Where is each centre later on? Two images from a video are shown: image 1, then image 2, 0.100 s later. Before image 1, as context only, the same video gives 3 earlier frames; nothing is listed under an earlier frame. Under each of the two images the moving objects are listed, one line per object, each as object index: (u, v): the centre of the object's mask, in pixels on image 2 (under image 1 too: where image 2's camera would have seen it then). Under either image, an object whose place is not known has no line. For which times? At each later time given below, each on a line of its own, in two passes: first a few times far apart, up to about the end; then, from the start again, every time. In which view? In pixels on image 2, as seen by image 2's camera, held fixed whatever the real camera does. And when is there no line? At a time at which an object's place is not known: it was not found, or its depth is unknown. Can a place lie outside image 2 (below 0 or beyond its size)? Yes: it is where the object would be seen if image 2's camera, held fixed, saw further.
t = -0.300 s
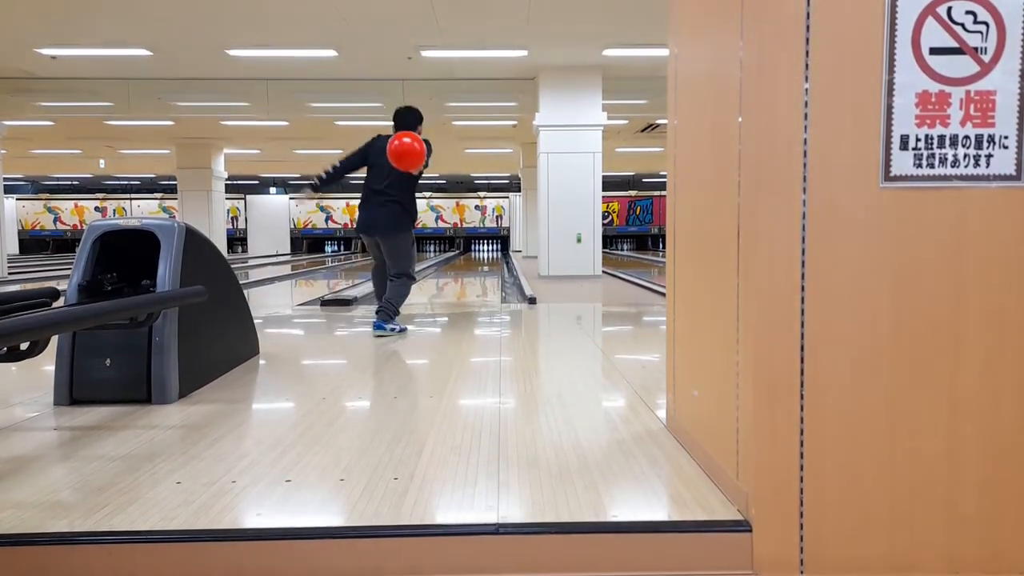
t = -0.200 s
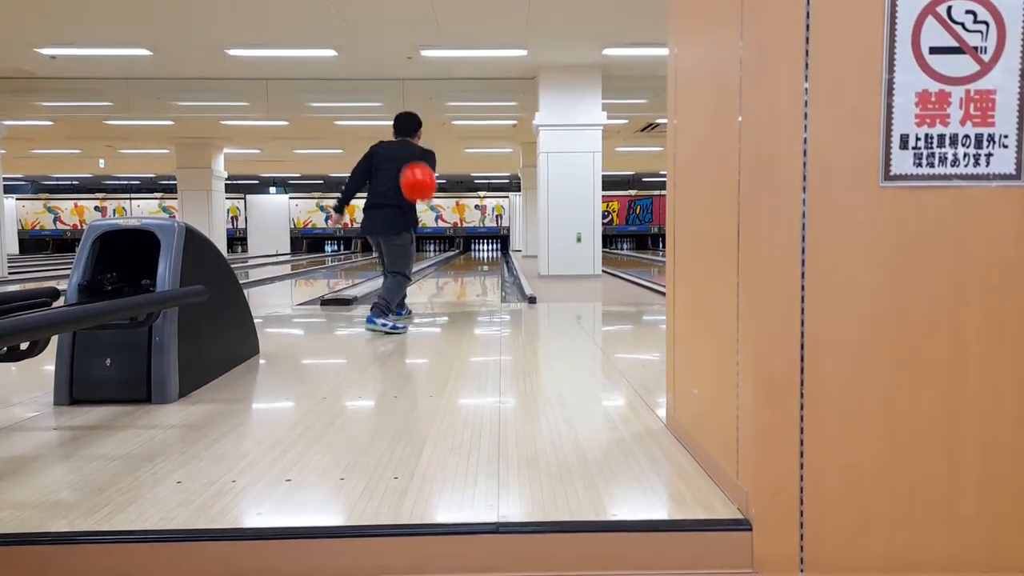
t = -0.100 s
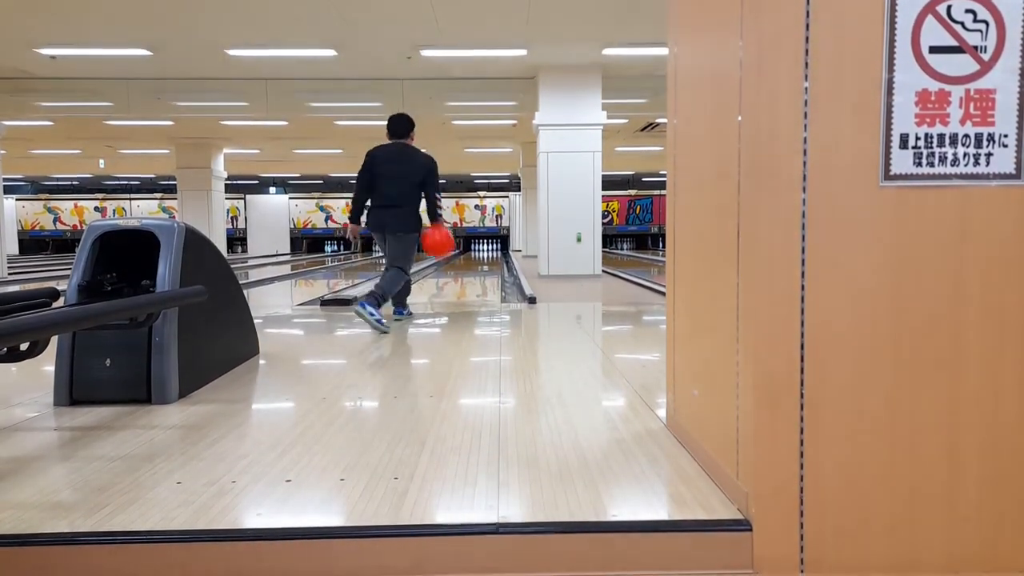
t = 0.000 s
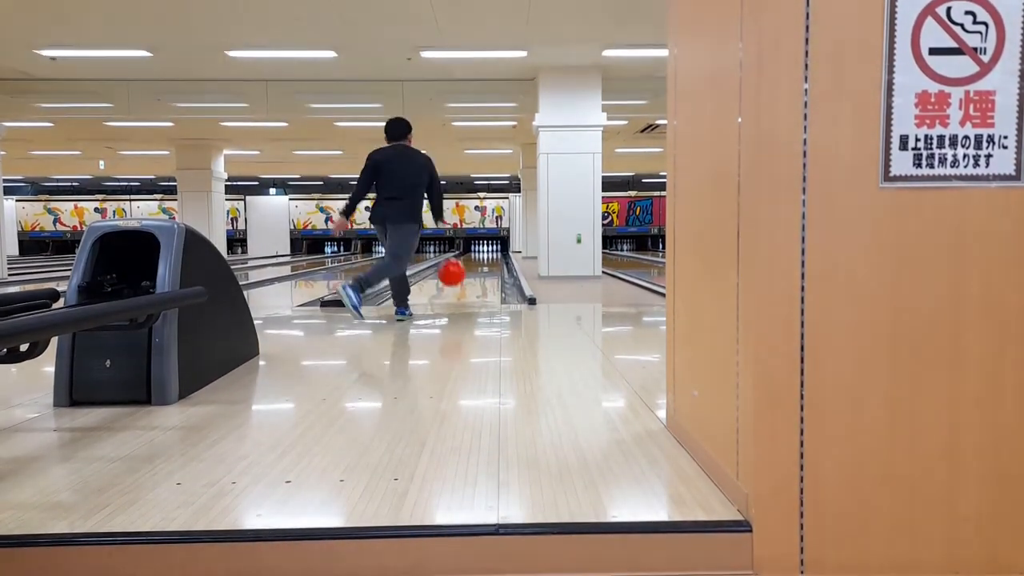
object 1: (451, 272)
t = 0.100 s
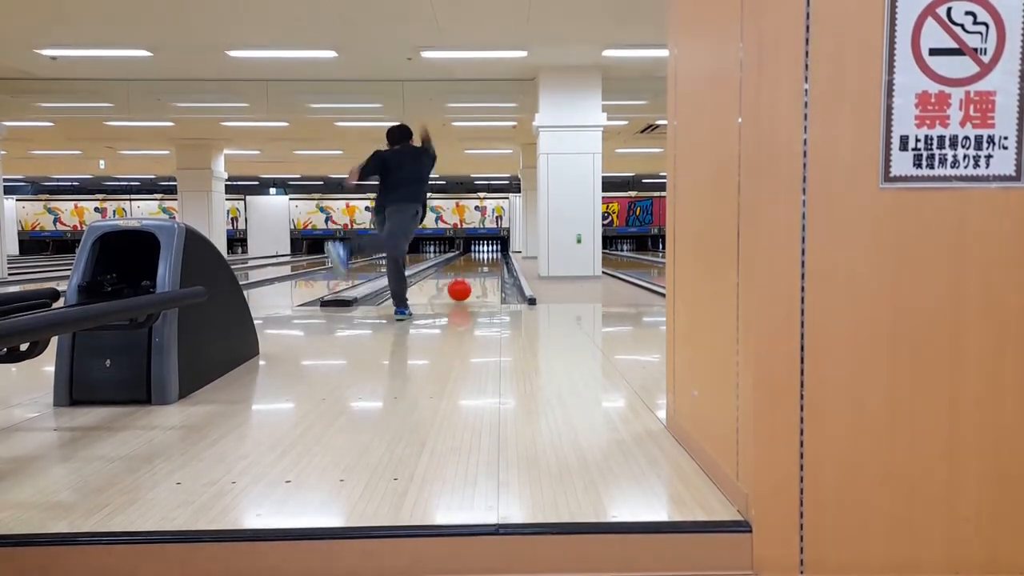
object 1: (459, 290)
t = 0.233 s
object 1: (466, 280)
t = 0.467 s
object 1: (475, 273)
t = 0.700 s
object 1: (480, 267)
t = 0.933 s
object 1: (484, 262)
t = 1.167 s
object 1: (487, 259)
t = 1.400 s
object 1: (489, 256)
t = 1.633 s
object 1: (490, 255)
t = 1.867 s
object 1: (491, 253)
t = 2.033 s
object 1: (492, 252)
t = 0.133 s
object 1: (461, 285)
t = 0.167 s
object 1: (463, 282)
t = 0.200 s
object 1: (464, 280)
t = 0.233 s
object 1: (466, 280)
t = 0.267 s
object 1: (467, 280)
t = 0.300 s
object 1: (469, 279)
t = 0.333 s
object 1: (470, 278)
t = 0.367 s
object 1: (471, 277)
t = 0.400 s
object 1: (472, 276)
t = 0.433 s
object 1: (474, 274)
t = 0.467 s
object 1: (475, 273)
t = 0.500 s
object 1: (476, 272)
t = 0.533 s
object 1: (476, 271)
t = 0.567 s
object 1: (477, 270)
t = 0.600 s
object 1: (478, 269)
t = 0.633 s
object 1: (479, 268)
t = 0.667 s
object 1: (480, 268)
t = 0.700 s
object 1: (480, 267)
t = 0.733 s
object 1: (481, 266)
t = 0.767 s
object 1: (482, 265)
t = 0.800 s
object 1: (482, 265)
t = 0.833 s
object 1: (482, 264)
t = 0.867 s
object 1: (483, 264)
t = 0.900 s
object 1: (483, 263)
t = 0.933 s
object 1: (484, 262)
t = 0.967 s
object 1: (484, 262)
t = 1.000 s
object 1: (485, 262)
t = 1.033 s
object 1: (485, 261)
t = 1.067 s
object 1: (485, 261)
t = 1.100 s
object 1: (486, 260)
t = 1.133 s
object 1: (487, 259)
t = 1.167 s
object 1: (487, 259)
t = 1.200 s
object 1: (487, 258)
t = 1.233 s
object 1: (487, 258)
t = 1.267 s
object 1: (488, 258)
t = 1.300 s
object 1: (488, 258)
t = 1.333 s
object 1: (488, 257)
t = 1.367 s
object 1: (489, 257)
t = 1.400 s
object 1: (489, 256)
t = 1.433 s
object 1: (489, 256)
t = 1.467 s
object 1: (489, 256)
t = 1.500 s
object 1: (489, 256)
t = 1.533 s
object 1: (489, 255)
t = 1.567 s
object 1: (490, 255)
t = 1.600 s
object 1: (490, 255)
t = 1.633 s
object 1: (490, 255)
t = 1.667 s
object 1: (490, 254)
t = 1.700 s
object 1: (491, 253)
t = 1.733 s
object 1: (491, 253)
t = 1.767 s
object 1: (491, 253)
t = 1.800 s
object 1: (491, 253)
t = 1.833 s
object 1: (491, 253)
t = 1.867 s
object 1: (491, 253)
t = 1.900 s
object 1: (491, 252)
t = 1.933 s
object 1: (492, 252)
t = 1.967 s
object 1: (492, 252)
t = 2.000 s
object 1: (492, 252)
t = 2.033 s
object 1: (492, 252)
